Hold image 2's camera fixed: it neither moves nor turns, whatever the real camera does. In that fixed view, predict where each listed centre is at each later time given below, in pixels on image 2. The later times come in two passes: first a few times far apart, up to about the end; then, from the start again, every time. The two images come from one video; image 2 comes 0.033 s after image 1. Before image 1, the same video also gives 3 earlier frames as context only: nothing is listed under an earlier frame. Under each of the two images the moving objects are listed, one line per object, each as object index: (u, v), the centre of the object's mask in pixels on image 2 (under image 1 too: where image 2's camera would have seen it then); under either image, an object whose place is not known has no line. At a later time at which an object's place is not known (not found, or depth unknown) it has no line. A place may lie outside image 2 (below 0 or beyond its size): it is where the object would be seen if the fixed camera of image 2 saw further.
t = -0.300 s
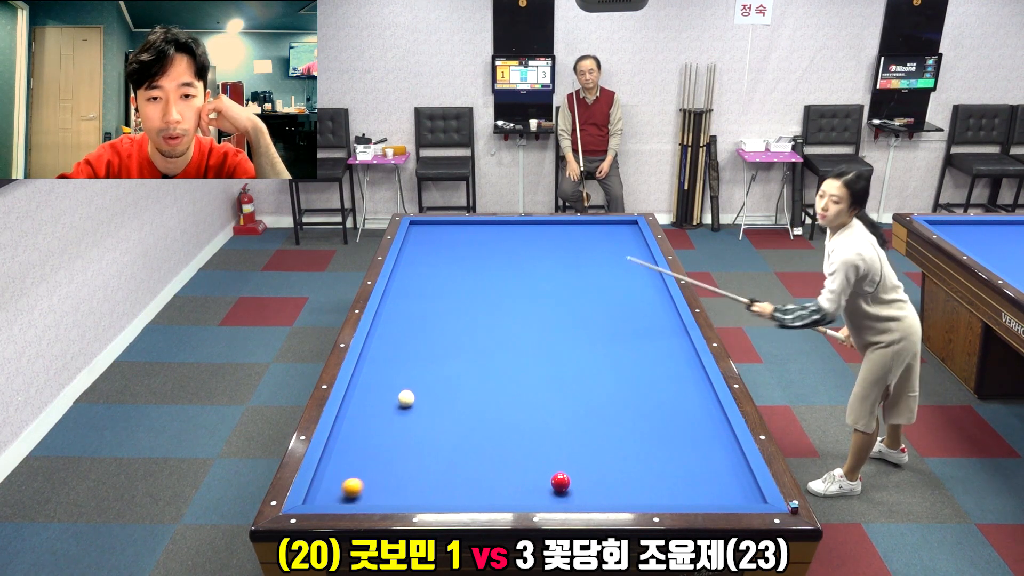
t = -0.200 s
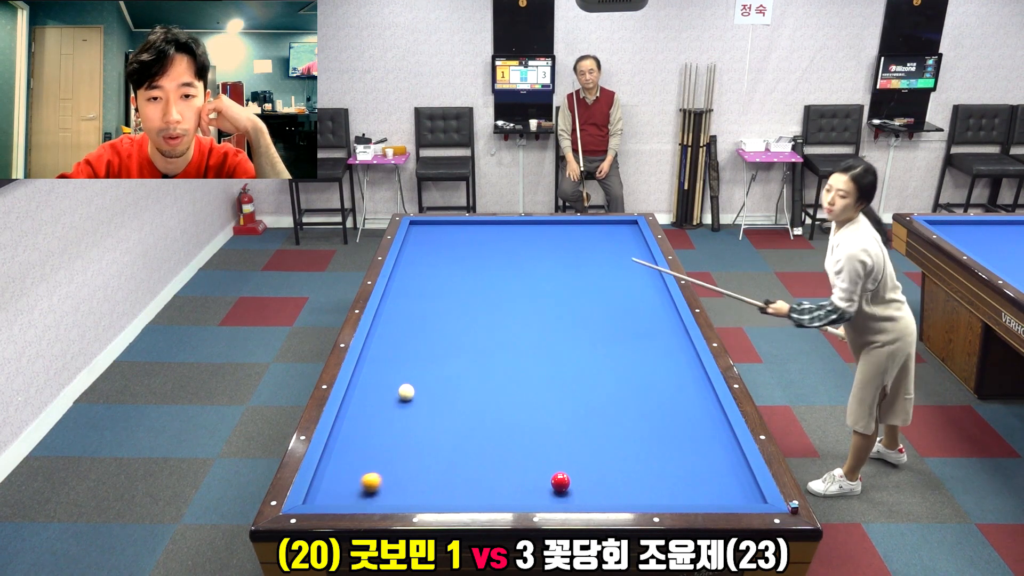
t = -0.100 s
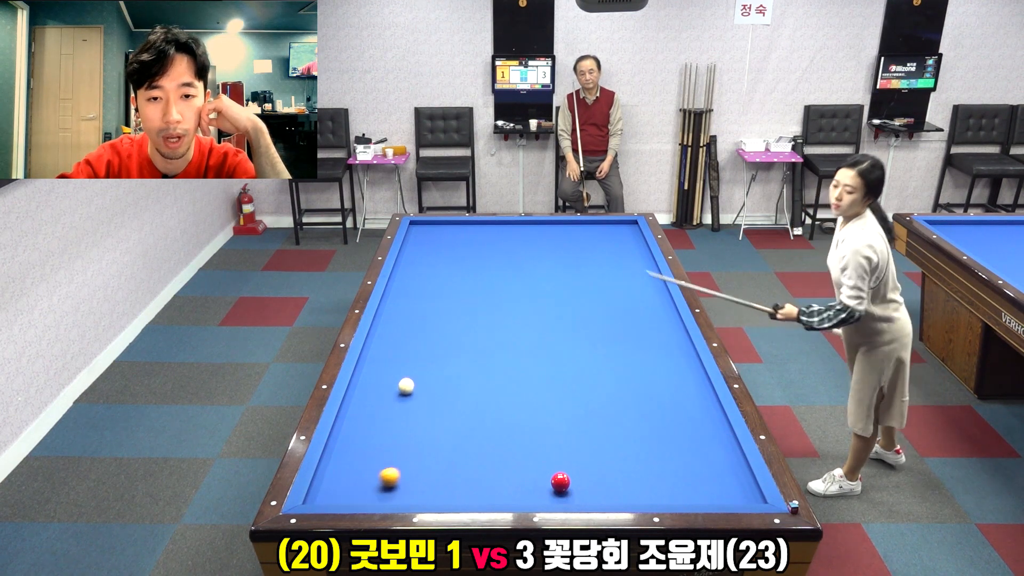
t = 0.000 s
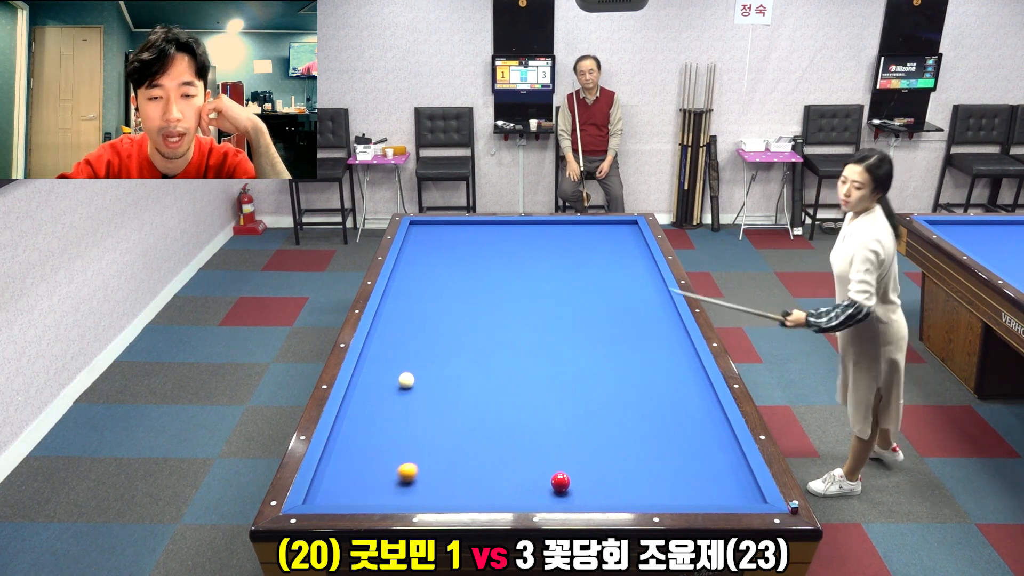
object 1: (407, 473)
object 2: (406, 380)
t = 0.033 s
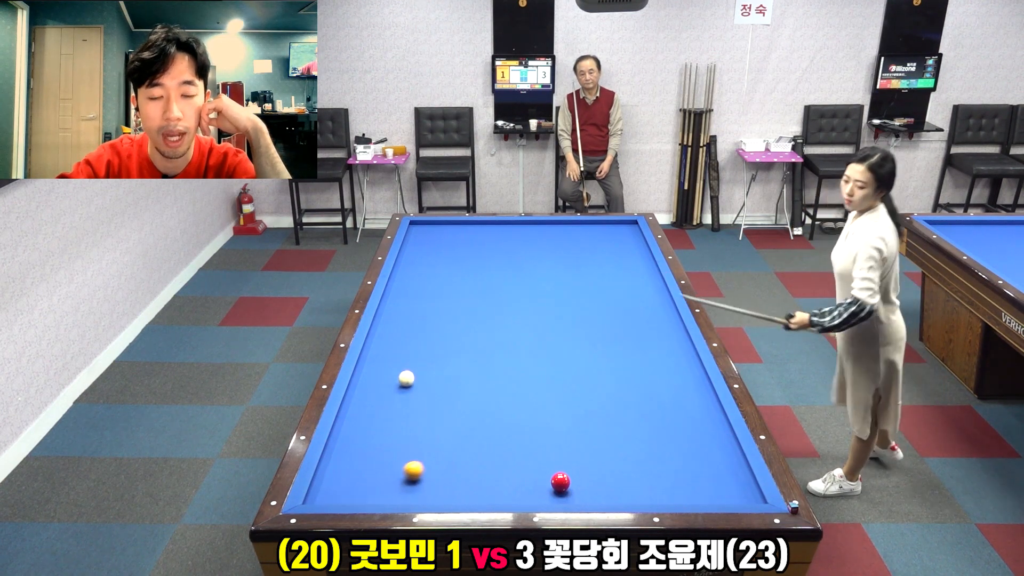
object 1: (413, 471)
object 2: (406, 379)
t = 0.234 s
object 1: (447, 461)
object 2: (406, 368)
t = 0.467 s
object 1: (485, 451)
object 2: (406, 356)
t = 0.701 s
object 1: (520, 441)
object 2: (407, 345)
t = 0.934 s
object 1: (554, 432)
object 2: (407, 335)
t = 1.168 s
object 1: (585, 423)
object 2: (407, 325)
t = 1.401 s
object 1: (615, 415)
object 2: (407, 317)
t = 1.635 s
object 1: (643, 407)
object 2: (407, 309)
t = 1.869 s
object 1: (670, 400)
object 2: (407, 301)
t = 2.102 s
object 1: (696, 393)
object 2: (408, 294)
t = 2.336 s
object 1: (696, 387)
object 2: (408, 288)
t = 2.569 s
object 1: (679, 384)
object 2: (408, 281)
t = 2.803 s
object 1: (662, 380)
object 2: (408, 276)
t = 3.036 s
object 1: (646, 377)
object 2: (408, 270)
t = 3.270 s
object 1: (631, 373)
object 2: (409, 265)
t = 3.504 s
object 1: (617, 370)
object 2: (409, 260)
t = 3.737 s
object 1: (603, 367)
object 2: (409, 256)
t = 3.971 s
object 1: (590, 365)
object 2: (409, 252)
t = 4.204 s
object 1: (578, 362)
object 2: (409, 248)
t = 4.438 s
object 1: (566, 360)
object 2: (410, 244)
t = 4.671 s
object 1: (555, 357)
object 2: (410, 241)
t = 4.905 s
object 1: (545, 355)
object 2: (410, 237)
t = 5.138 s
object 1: (535, 353)
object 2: (410, 234)
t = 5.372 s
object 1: (526, 352)
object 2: (411, 231)
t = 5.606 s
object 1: (517, 350)
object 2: (413, 229)
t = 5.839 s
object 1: (509, 348)
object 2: (414, 226)
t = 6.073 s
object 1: (502, 347)
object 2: (416, 224)
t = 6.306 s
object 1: (495, 345)
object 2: (417, 222)
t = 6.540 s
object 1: (488, 344)
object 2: (417, 223)
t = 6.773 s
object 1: (482, 343)
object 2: (417, 224)
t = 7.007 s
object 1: (477, 342)
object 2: (417, 225)
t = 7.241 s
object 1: (472, 341)
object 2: (417, 226)
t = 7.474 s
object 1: (467, 340)
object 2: (417, 227)
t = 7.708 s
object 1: (463, 339)
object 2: (417, 228)
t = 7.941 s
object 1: (459, 339)
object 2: (416, 228)
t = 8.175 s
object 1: (456, 338)
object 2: (416, 229)
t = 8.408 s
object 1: (453, 338)
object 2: (416, 229)
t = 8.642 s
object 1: (451, 337)
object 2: (416, 229)
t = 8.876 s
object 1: (449, 337)
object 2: (416, 229)
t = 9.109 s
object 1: (447, 337)
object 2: (416, 229)
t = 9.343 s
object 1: (446, 337)
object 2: (416, 229)
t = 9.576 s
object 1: (445, 337)
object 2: (416, 229)
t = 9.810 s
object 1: (444, 337)
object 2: (416, 229)
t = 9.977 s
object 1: (444, 337)
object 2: (416, 229)
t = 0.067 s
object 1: (419, 469)
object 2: (406, 377)
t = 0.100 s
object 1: (425, 468)
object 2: (406, 375)
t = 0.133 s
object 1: (430, 466)
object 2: (406, 373)
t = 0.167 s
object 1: (436, 464)
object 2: (406, 371)
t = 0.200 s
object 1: (442, 463)
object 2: (406, 369)
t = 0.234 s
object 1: (447, 461)
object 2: (406, 368)
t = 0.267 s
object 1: (453, 460)
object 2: (406, 366)
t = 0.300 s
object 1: (458, 458)
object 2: (406, 364)
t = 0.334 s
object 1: (464, 457)
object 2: (406, 362)
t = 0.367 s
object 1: (469, 455)
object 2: (406, 361)
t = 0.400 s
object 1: (474, 454)
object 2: (406, 359)
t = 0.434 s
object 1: (479, 452)
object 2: (406, 357)
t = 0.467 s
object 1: (485, 451)
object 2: (406, 356)
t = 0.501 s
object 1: (490, 450)
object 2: (406, 354)
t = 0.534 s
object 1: (495, 448)
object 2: (406, 353)
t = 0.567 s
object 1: (500, 446)
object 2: (406, 351)
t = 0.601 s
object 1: (505, 445)
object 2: (406, 349)
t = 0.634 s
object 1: (510, 444)
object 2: (407, 348)
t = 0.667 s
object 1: (515, 442)
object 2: (406, 346)
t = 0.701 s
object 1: (520, 441)
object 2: (407, 345)
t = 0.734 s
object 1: (525, 439)
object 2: (407, 343)
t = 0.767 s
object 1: (530, 438)
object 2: (406, 342)
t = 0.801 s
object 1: (535, 437)
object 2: (407, 340)
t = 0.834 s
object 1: (539, 436)
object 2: (407, 339)
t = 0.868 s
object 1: (544, 434)
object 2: (407, 338)
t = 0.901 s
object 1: (549, 433)
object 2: (407, 336)
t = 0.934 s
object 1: (554, 432)
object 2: (407, 335)
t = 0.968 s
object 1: (558, 431)
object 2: (407, 333)
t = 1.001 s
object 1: (563, 429)
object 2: (407, 332)
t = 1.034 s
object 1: (567, 428)
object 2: (407, 331)
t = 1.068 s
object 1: (572, 427)
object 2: (407, 329)
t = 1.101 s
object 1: (576, 426)
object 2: (407, 328)
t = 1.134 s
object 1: (581, 424)
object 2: (407, 327)
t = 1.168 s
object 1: (585, 423)
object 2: (407, 325)
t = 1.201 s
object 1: (589, 422)
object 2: (407, 324)
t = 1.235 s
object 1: (594, 421)
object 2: (407, 323)
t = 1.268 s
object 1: (598, 419)
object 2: (407, 322)
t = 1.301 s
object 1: (602, 418)
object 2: (407, 320)
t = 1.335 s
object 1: (607, 417)
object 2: (407, 319)
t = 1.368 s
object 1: (611, 416)
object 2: (407, 318)
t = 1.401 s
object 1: (615, 415)
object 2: (407, 317)
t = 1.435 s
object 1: (619, 414)
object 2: (407, 316)
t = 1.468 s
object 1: (623, 412)
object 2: (407, 315)
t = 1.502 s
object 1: (627, 411)
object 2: (407, 313)
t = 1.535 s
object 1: (631, 410)
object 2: (407, 312)
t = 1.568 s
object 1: (635, 409)
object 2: (407, 311)
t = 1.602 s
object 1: (639, 408)
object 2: (407, 310)
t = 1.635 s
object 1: (643, 407)
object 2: (407, 309)
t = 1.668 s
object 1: (647, 406)
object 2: (407, 308)
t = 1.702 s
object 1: (651, 405)
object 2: (407, 307)
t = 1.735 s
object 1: (655, 404)
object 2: (407, 305)
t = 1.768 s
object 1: (659, 403)
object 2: (407, 304)
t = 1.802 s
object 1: (663, 402)
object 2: (407, 303)
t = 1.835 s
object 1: (667, 401)
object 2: (407, 302)
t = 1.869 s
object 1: (670, 400)
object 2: (407, 301)
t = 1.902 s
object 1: (674, 398)
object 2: (408, 300)
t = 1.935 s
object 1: (678, 398)
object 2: (408, 299)
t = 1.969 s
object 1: (681, 396)
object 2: (408, 298)
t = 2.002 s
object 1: (685, 395)
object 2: (408, 297)
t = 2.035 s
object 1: (689, 394)
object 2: (408, 296)
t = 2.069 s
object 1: (692, 393)
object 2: (408, 295)
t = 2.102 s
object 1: (696, 393)
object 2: (408, 294)
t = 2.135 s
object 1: (699, 391)
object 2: (408, 293)
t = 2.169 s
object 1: (703, 390)
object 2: (408, 292)
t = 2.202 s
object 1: (706, 390)
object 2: (408, 291)
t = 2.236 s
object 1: (704, 389)
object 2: (408, 290)
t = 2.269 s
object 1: (702, 388)
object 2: (408, 289)
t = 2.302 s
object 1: (699, 388)
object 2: (408, 289)
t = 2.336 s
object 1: (696, 387)
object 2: (408, 288)
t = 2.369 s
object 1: (694, 387)
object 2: (408, 287)
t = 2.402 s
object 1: (691, 386)
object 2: (408, 286)
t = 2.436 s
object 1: (689, 385)
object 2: (408, 285)
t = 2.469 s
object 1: (686, 385)
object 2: (408, 284)
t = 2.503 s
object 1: (684, 385)
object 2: (408, 283)
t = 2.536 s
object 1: (681, 384)
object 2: (408, 282)
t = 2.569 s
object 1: (679, 384)
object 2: (408, 281)
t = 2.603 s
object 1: (676, 383)
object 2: (408, 281)
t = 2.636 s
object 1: (674, 382)
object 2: (408, 280)
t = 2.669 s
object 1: (671, 382)
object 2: (408, 279)
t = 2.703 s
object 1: (669, 381)
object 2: (408, 278)
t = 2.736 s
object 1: (667, 381)
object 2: (408, 277)
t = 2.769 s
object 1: (664, 380)
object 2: (408, 276)
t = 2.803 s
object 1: (662, 380)
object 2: (408, 276)
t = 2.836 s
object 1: (659, 379)
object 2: (408, 275)
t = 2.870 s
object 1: (657, 379)
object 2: (408, 274)
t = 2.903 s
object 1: (655, 378)
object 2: (408, 273)
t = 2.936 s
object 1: (653, 378)
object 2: (408, 273)
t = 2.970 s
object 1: (650, 377)
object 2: (408, 272)
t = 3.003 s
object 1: (648, 377)
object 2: (408, 271)
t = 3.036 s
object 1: (646, 377)
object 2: (408, 270)
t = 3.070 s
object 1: (644, 376)
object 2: (408, 270)
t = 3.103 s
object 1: (642, 376)
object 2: (408, 269)
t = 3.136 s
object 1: (639, 375)
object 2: (409, 268)
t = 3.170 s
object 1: (637, 374)
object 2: (408, 267)
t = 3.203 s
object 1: (635, 374)
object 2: (409, 267)
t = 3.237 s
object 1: (633, 374)
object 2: (409, 266)
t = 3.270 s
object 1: (631, 373)
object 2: (409, 265)
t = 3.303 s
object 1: (629, 373)
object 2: (409, 264)
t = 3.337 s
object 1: (627, 372)
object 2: (409, 264)
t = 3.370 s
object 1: (625, 372)
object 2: (409, 263)
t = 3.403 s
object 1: (623, 371)
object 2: (409, 262)
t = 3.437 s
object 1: (620, 371)
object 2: (409, 262)
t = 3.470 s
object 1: (619, 371)
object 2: (409, 261)
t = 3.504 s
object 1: (617, 370)
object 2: (409, 260)
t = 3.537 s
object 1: (615, 370)
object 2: (409, 260)
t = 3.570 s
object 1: (613, 369)
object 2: (409, 259)
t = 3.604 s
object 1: (611, 369)
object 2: (409, 258)
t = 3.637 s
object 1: (609, 369)
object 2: (409, 258)
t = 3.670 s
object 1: (607, 368)
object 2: (409, 257)
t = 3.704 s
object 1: (605, 368)
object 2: (409, 257)
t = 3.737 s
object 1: (603, 367)
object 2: (409, 256)
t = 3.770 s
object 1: (601, 367)
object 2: (409, 255)
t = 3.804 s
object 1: (599, 367)
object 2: (409, 255)
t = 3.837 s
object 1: (597, 366)
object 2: (409, 254)
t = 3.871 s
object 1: (595, 366)
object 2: (409, 254)
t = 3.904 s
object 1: (594, 365)
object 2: (409, 253)
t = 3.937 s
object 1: (592, 365)
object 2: (409, 252)
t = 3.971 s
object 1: (590, 365)
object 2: (409, 252)
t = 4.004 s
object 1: (588, 364)
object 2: (409, 251)
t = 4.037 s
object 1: (587, 364)
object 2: (409, 251)
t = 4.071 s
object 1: (585, 363)
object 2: (409, 250)
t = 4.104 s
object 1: (583, 363)
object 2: (409, 249)
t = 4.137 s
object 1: (581, 363)
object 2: (409, 249)
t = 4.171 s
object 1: (580, 362)
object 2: (409, 248)
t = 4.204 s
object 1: (578, 362)
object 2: (409, 248)
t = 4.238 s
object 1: (576, 362)
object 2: (410, 247)
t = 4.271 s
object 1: (575, 361)
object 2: (410, 247)
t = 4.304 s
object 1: (573, 361)
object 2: (410, 246)
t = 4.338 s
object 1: (571, 361)
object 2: (410, 246)
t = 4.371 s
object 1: (570, 360)
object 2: (410, 245)
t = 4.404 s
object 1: (568, 360)
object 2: (410, 245)
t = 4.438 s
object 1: (566, 360)
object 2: (410, 244)
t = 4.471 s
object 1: (565, 359)
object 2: (410, 244)
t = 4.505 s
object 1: (563, 359)
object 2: (410, 243)
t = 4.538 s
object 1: (562, 359)
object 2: (410, 243)
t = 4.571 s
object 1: (560, 358)
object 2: (410, 242)
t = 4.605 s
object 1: (559, 358)
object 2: (410, 242)
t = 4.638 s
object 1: (557, 358)
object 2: (410, 241)
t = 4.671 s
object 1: (555, 357)
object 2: (410, 241)
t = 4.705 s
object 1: (554, 357)
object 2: (410, 240)
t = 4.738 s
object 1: (552, 357)
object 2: (410, 240)
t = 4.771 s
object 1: (551, 356)
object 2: (410, 239)
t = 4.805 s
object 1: (550, 356)
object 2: (410, 239)
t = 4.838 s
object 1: (548, 356)
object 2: (410, 238)
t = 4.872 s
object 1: (547, 355)
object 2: (410, 238)
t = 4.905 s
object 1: (545, 355)
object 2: (410, 237)
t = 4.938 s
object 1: (544, 355)
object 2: (410, 237)
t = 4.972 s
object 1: (542, 354)
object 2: (410, 236)
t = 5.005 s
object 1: (541, 354)
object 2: (410, 236)
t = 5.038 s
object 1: (539, 354)
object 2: (410, 236)
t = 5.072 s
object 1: (538, 354)
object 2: (410, 235)
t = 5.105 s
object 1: (537, 354)
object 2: (410, 235)
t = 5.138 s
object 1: (535, 353)
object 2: (410, 234)
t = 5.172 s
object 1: (534, 353)
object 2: (410, 234)
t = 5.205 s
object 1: (533, 353)
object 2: (410, 233)
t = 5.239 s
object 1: (531, 353)
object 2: (411, 233)
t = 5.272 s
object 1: (530, 352)
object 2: (411, 233)
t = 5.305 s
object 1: (529, 352)
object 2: (411, 232)
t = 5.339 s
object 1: (527, 352)
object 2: (411, 232)
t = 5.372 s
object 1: (526, 352)
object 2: (411, 231)
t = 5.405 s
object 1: (525, 351)
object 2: (411, 231)
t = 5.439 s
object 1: (524, 351)
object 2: (412, 231)
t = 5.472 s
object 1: (522, 351)
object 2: (412, 230)
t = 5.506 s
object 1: (521, 351)
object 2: (412, 230)
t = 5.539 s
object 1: (520, 350)
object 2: (412, 229)
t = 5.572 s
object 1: (519, 350)
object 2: (413, 229)
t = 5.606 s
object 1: (517, 350)
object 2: (413, 229)
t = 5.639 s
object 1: (516, 350)
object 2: (413, 228)
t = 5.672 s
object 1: (515, 350)
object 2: (413, 228)
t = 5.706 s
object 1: (514, 349)
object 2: (414, 228)
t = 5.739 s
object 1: (513, 349)
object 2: (414, 227)
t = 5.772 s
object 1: (512, 349)
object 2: (414, 227)
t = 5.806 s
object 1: (511, 348)
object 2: (414, 227)
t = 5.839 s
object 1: (509, 348)
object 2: (414, 226)
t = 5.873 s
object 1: (508, 348)
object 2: (415, 226)
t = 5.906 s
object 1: (507, 348)
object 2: (415, 225)
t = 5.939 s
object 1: (506, 348)
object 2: (415, 225)
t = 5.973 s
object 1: (505, 347)
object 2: (415, 225)
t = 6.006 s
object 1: (504, 347)
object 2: (415, 225)
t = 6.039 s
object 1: (503, 347)
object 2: (416, 224)
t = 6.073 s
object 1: (502, 347)
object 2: (416, 224)
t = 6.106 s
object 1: (501, 347)
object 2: (416, 224)
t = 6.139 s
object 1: (500, 346)
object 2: (416, 223)
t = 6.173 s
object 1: (499, 346)
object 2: (417, 223)
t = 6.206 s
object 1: (498, 346)
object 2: (417, 223)
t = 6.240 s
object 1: (497, 346)
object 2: (417, 222)
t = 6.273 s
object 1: (496, 346)
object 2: (417, 222)
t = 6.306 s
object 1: (495, 345)
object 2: (417, 222)
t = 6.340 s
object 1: (494, 345)
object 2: (417, 222)
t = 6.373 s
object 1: (493, 345)
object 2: (417, 223)
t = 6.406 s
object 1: (492, 345)
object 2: (417, 223)
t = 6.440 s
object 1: (491, 345)
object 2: (417, 223)
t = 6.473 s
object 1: (490, 344)
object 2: (417, 223)
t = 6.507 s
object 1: (489, 344)
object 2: (417, 223)
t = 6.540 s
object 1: (488, 344)
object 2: (417, 223)
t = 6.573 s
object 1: (487, 344)
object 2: (417, 223)
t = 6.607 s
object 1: (487, 344)
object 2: (417, 223)
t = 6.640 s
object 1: (486, 344)
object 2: (417, 224)
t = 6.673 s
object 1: (485, 344)
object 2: (417, 224)
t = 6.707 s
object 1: (484, 343)
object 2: (417, 224)
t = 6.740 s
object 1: (483, 343)
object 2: (417, 224)
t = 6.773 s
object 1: (482, 343)
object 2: (417, 224)
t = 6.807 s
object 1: (481, 343)
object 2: (417, 225)
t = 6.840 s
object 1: (481, 343)
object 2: (417, 225)
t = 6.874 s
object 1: (480, 343)
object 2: (417, 225)
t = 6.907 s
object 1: (479, 342)
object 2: (417, 225)
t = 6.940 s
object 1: (478, 342)
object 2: (417, 225)
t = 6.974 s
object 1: (478, 342)
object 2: (417, 225)
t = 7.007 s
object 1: (477, 342)
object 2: (417, 225)
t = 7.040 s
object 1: (476, 342)
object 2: (417, 226)
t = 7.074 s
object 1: (475, 342)
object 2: (417, 226)
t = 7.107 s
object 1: (475, 342)
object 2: (417, 226)
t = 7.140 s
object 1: (474, 341)
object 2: (417, 226)
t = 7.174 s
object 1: (473, 341)
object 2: (417, 226)
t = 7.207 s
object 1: (472, 341)
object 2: (417, 226)
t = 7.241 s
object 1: (472, 341)
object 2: (417, 226)
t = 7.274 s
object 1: (471, 341)
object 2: (417, 226)
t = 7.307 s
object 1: (470, 341)
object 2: (417, 227)
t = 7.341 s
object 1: (470, 341)
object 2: (417, 227)
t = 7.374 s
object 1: (469, 341)
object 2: (417, 227)
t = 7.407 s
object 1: (468, 340)
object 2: (417, 227)
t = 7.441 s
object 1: (468, 340)
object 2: (417, 227)
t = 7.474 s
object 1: (467, 340)
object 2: (417, 227)
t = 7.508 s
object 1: (467, 340)
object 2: (417, 227)
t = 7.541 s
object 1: (466, 340)
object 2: (417, 227)
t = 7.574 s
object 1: (465, 340)
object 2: (417, 227)
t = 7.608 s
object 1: (465, 340)
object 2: (417, 228)
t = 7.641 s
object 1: (464, 340)
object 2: (417, 228)
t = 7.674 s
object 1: (464, 339)
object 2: (417, 228)
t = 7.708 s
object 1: (463, 339)
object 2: (417, 228)
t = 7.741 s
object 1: (462, 339)
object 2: (417, 228)
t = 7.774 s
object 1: (462, 339)
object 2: (416, 228)
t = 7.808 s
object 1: (461, 339)
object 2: (417, 228)
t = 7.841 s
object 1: (461, 339)
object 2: (416, 228)
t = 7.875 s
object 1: (460, 339)
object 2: (417, 228)
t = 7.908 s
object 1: (460, 339)
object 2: (416, 228)
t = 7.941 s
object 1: (459, 339)
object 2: (416, 228)
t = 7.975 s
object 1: (459, 339)
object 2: (416, 228)
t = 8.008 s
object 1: (458, 339)
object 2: (416, 228)
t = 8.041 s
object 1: (458, 338)
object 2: (416, 228)
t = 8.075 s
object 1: (457, 338)
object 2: (416, 228)
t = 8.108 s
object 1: (457, 338)
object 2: (416, 229)
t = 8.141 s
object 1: (456, 338)
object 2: (416, 229)
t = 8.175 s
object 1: (456, 338)
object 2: (416, 229)
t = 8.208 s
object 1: (455, 338)
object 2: (416, 229)
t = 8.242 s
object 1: (455, 338)
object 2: (416, 229)
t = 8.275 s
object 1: (455, 338)
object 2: (416, 229)
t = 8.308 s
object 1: (454, 338)
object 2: (416, 229)
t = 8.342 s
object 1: (454, 338)
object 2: (416, 229)
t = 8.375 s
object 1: (453, 338)
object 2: (416, 229)
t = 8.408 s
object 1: (453, 338)
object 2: (416, 229)
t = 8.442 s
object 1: (453, 338)
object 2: (416, 229)
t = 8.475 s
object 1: (452, 338)
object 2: (416, 229)
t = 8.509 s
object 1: (452, 338)
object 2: (416, 229)
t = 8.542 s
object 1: (451, 338)
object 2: (416, 229)
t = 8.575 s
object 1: (451, 338)
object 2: (416, 229)
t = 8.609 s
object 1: (451, 338)
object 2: (416, 229)
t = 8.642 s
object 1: (451, 337)
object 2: (416, 229)
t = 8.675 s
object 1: (450, 337)
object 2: (416, 229)
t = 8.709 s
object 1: (450, 337)
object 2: (416, 229)
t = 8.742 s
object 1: (450, 337)
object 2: (416, 229)
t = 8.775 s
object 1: (449, 337)
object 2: (416, 229)
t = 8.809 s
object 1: (449, 337)
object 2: (416, 229)
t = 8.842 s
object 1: (449, 337)
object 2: (416, 229)
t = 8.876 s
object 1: (449, 337)
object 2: (416, 229)
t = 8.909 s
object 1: (448, 337)
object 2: (416, 229)
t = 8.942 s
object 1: (448, 337)
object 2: (416, 229)
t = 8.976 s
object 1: (448, 337)
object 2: (416, 229)
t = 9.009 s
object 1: (448, 337)
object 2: (416, 229)
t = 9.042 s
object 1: (447, 337)
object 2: (416, 229)
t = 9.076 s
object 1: (447, 337)
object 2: (416, 229)
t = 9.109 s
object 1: (447, 337)
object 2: (416, 229)
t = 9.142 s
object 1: (447, 337)
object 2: (416, 229)
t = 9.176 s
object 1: (447, 337)
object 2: (416, 229)
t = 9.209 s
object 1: (447, 337)
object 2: (416, 229)
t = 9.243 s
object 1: (446, 337)
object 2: (416, 229)
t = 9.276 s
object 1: (446, 337)
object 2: (416, 229)
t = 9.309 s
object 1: (446, 337)
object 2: (416, 229)
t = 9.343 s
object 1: (446, 337)
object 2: (416, 229)
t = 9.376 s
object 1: (446, 337)
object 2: (416, 229)
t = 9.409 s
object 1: (445, 337)
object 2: (416, 229)
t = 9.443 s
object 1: (445, 337)
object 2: (416, 229)
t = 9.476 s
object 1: (445, 337)
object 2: (416, 229)
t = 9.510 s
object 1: (445, 337)
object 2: (416, 229)
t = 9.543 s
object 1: (445, 337)
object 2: (416, 229)
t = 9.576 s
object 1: (445, 337)
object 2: (416, 229)
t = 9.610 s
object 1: (445, 337)
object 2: (416, 229)
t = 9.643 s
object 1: (445, 337)
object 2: (416, 229)
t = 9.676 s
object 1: (445, 337)
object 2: (416, 229)
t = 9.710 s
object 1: (445, 337)
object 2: (416, 229)
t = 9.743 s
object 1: (445, 337)
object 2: (416, 229)
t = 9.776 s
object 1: (444, 337)
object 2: (416, 229)
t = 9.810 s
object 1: (444, 337)
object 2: (416, 229)
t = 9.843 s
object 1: (444, 337)
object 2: (416, 229)
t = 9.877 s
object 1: (444, 337)
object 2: (416, 229)
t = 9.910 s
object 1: (444, 337)
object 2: (416, 229)
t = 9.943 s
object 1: (444, 337)
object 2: (416, 229)
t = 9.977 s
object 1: (444, 337)
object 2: (416, 229)
